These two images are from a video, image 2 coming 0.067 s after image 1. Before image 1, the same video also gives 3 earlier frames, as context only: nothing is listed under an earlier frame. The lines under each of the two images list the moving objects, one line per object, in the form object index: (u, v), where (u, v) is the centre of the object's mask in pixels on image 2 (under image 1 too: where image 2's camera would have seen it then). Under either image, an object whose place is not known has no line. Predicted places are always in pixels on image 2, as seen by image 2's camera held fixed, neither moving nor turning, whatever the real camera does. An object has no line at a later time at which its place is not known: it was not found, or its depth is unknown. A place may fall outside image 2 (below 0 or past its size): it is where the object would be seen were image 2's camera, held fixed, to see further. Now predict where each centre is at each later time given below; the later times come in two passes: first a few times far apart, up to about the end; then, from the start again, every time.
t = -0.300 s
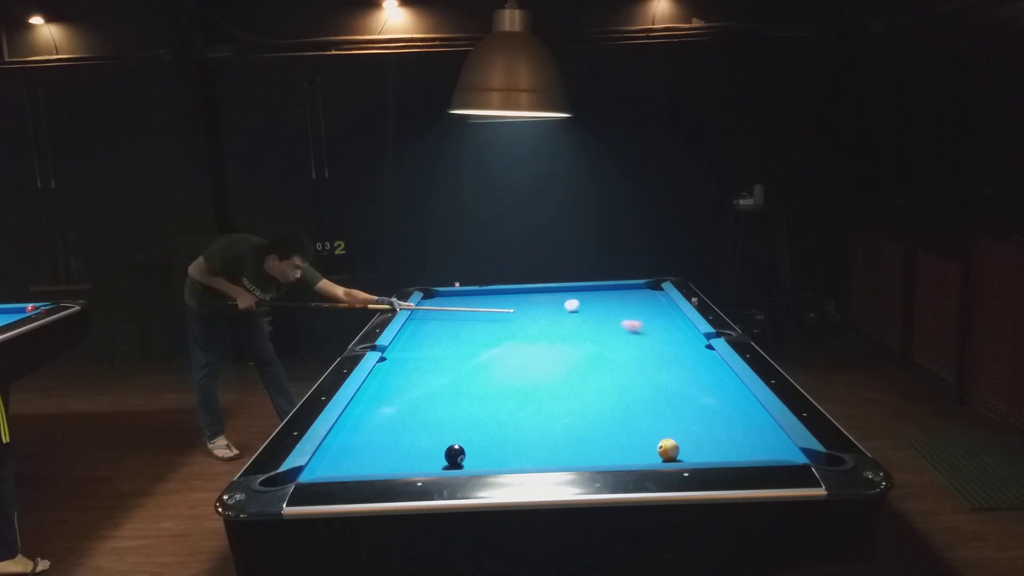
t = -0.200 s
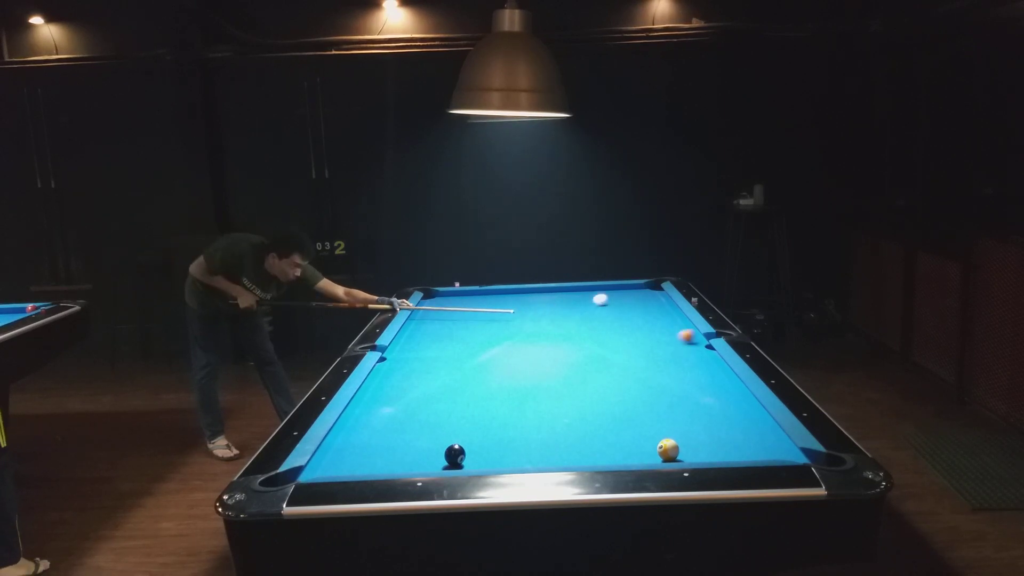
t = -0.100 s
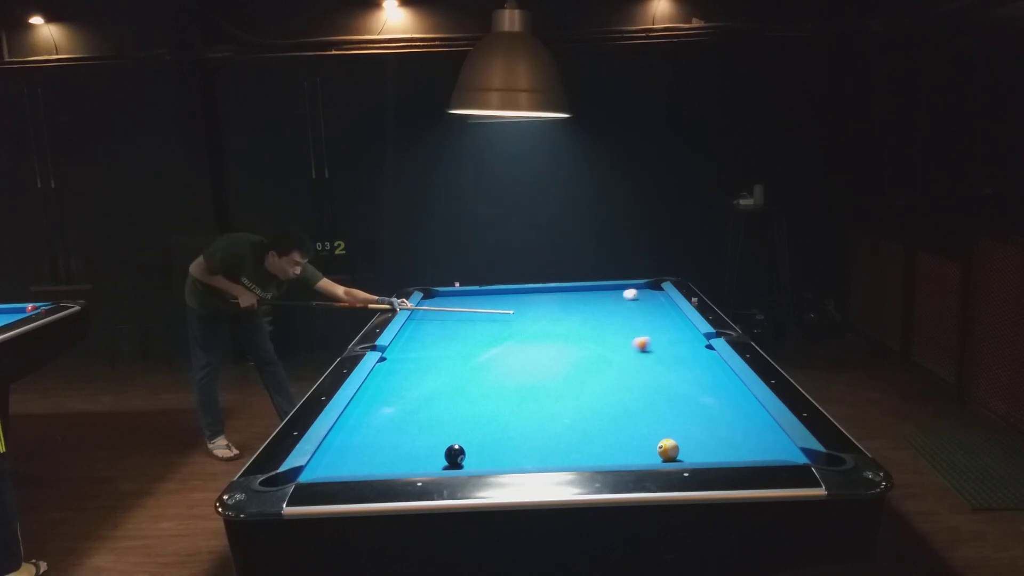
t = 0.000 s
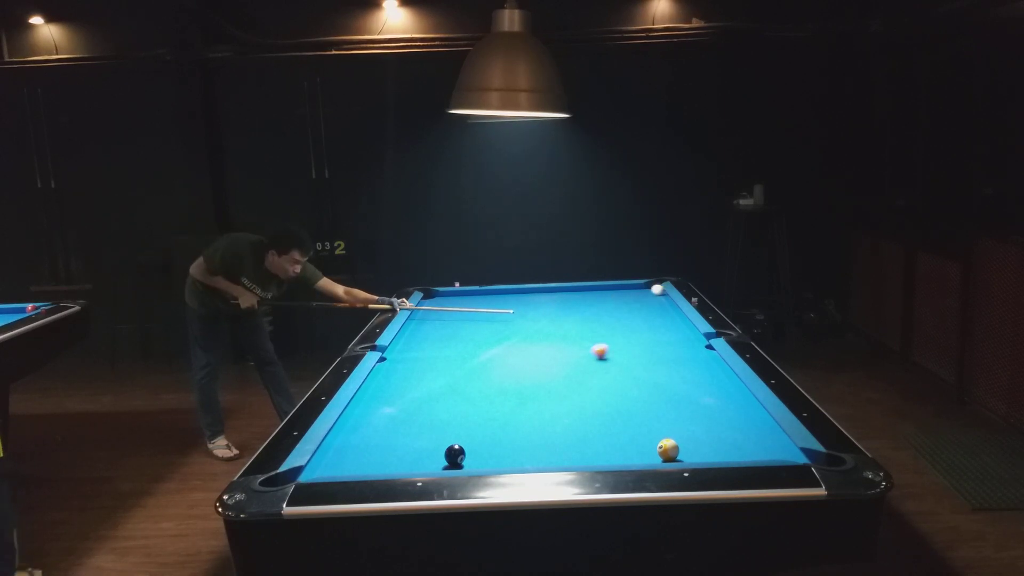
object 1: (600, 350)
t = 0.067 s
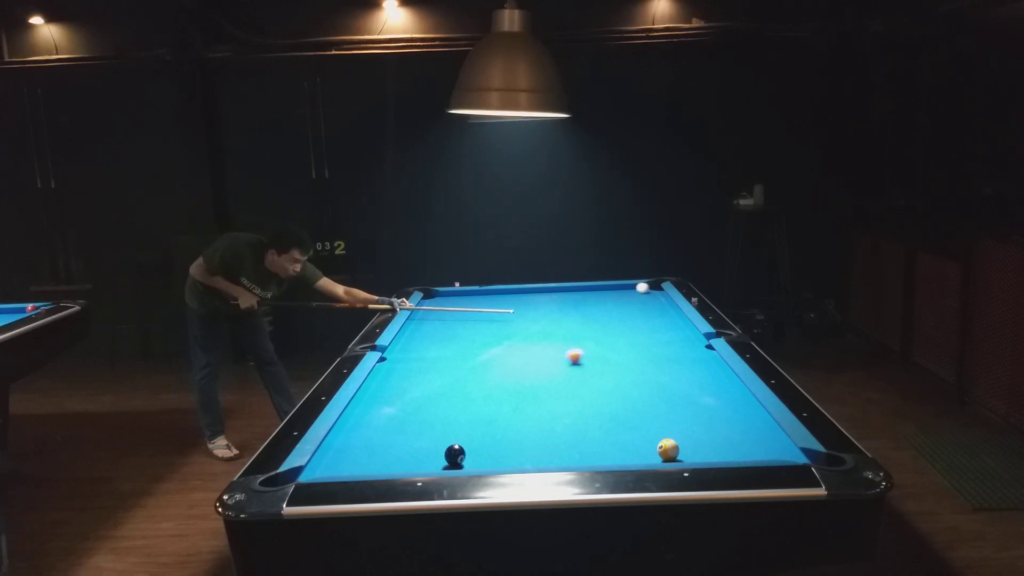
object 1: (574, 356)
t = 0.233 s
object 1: (511, 368)
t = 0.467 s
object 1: (413, 386)
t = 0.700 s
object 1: (389, 400)
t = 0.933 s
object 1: (432, 404)
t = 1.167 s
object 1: (474, 407)
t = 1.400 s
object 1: (515, 412)
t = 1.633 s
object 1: (558, 417)
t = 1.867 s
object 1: (600, 422)
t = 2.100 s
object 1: (642, 426)
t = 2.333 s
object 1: (685, 431)
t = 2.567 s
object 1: (726, 435)
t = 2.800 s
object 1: (768, 439)
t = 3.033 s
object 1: (768, 443)
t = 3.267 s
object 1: (753, 446)
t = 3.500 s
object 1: (739, 449)
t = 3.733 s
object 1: (727, 451)
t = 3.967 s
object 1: (716, 452)
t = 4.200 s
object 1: (706, 453)
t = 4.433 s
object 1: (698, 455)
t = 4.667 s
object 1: (691, 455)
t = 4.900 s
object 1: (686, 456)
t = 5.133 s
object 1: (683, 456)
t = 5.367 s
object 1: (681, 456)
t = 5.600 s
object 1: (680, 457)
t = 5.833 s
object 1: (681, 456)
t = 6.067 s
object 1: (681, 456)
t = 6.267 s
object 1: (681, 456)
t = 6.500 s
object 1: (681, 456)
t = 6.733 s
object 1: (681, 456)
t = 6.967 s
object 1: (680, 456)
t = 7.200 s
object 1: (681, 456)
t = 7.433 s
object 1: (681, 456)
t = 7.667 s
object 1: (680, 457)
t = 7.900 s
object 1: (680, 457)
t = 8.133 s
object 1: (680, 457)
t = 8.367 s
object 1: (680, 457)
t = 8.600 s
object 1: (681, 456)
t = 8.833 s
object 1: (681, 456)
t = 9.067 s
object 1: (680, 457)
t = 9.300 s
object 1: (681, 456)
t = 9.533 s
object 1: (681, 457)
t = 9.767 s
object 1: (681, 457)
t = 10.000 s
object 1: (681, 457)
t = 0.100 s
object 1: (562, 358)
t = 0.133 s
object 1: (549, 360)
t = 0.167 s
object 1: (537, 363)
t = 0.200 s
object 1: (524, 365)
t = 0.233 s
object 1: (511, 368)
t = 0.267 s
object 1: (497, 370)
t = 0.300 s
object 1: (483, 373)
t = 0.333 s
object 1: (469, 376)
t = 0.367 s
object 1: (456, 379)
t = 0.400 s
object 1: (442, 381)
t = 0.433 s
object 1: (427, 384)
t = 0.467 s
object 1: (413, 386)
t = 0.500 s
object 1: (397, 390)
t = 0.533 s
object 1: (382, 393)
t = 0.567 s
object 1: (367, 396)
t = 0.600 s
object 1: (365, 398)
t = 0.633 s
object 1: (374, 399)
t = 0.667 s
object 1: (382, 399)
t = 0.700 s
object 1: (389, 400)
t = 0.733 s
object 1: (396, 400)
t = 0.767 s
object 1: (402, 400)
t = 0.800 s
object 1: (408, 401)
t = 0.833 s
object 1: (414, 401)
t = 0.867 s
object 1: (419, 402)
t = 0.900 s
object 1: (426, 402)
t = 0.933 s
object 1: (432, 404)
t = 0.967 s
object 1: (438, 404)
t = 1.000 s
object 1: (444, 404)
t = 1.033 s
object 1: (449, 405)
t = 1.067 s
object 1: (456, 405)
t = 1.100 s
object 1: (461, 406)
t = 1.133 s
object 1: (468, 407)
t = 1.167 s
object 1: (474, 407)
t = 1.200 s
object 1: (480, 408)
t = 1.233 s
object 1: (485, 409)
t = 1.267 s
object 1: (491, 409)
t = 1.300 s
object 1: (498, 410)
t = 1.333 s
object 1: (503, 411)
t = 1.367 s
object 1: (509, 411)
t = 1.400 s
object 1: (515, 412)
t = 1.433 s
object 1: (521, 413)
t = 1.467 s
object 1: (527, 414)
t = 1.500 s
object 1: (533, 414)
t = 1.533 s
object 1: (539, 414)
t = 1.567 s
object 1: (545, 415)
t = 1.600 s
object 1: (552, 416)
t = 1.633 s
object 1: (558, 417)
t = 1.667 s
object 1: (564, 418)
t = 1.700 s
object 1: (570, 418)
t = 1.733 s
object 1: (576, 419)
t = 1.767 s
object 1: (582, 420)
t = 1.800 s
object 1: (588, 420)
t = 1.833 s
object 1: (594, 421)
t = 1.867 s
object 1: (600, 422)
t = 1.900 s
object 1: (606, 422)
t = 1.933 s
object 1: (612, 423)
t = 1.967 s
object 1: (618, 424)
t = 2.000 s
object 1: (624, 424)
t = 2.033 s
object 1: (630, 425)
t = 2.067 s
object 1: (636, 426)
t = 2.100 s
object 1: (642, 426)
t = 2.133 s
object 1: (649, 427)
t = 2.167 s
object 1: (654, 427)
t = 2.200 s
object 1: (660, 427)
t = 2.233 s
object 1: (666, 427)
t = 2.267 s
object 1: (672, 428)
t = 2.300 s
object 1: (678, 429)
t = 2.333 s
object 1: (685, 431)
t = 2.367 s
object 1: (690, 430)
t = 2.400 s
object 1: (696, 431)
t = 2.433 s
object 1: (702, 432)
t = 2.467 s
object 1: (708, 432)
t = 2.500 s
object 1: (714, 433)
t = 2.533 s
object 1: (720, 433)
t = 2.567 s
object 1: (726, 435)
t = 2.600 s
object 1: (732, 434)
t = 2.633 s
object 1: (738, 435)
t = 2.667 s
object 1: (744, 436)
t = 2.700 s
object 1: (750, 437)
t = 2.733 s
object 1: (756, 438)
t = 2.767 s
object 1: (762, 438)
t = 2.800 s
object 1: (768, 439)
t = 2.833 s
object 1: (773, 440)
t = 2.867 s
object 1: (779, 441)
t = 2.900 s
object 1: (778, 441)
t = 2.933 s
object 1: (775, 442)
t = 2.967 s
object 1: (773, 442)
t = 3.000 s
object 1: (771, 443)
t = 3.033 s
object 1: (768, 443)
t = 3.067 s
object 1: (766, 444)
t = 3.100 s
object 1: (764, 444)
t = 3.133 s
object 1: (762, 445)
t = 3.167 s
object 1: (760, 445)
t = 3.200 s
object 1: (757, 445)
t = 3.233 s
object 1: (755, 445)
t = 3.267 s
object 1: (753, 446)
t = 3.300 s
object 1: (751, 447)
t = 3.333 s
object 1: (749, 447)
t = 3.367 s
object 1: (747, 447)
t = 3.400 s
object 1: (745, 448)
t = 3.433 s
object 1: (743, 448)
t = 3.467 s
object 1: (741, 448)
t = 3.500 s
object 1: (739, 449)
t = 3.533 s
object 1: (738, 449)
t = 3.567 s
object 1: (736, 449)
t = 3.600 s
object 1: (734, 450)
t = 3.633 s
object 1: (732, 450)
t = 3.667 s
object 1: (730, 450)
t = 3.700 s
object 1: (729, 450)
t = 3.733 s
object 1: (727, 451)
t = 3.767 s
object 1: (725, 451)
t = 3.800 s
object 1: (724, 451)
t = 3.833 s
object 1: (722, 451)
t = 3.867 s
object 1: (720, 452)
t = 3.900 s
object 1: (719, 452)
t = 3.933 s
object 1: (717, 452)
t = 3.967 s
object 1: (716, 452)
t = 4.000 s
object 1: (714, 453)
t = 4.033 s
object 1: (713, 453)
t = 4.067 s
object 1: (712, 453)
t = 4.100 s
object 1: (710, 453)
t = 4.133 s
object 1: (709, 453)
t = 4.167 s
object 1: (707, 453)
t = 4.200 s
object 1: (706, 453)
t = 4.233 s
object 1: (705, 453)
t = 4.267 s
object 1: (703, 454)
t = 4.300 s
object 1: (702, 454)
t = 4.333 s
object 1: (701, 454)
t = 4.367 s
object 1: (700, 454)
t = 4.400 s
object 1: (699, 454)
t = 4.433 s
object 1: (698, 455)
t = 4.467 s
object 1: (697, 455)
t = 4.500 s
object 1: (696, 455)
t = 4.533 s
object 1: (695, 455)
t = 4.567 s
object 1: (694, 455)
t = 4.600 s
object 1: (693, 455)
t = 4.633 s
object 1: (692, 455)
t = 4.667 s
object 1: (691, 455)
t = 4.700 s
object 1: (690, 455)
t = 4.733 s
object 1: (689, 456)
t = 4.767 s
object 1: (689, 456)
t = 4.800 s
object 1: (688, 456)
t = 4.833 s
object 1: (687, 456)
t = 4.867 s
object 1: (687, 456)
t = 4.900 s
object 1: (686, 456)
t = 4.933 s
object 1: (686, 456)
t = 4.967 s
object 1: (685, 456)
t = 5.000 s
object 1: (685, 456)
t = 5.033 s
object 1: (684, 456)
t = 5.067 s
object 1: (684, 456)
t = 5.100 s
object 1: (683, 456)
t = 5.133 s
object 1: (683, 456)
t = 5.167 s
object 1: (683, 456)
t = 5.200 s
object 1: (682, 456)
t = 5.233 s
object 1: (682, 456)
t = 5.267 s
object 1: (682, 456)
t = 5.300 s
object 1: (681, 456)
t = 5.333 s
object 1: (681, 456)
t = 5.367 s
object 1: (681, 456)
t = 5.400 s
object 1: (681, 456)
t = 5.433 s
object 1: (680, 456)
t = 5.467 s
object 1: (680, 456)
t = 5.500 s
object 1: (680, 456)
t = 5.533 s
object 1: (680, 456)
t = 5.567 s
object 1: (680, 456)
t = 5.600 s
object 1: (680, 457)
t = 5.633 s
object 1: (680, 456)
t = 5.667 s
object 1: (680, 456)
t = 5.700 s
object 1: (680, 456)
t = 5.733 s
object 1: (680, 456)
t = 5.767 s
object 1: (680, 457)
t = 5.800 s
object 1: (680, 456)
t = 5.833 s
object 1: (681, 456)
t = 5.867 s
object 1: (680, 456)
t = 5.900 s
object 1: (680, 456)
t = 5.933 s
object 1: (680, 457)
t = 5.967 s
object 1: (681, 456)
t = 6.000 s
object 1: (681, 456)
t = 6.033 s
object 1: (680, 456)
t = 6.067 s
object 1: (681, 456)
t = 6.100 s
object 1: (680, 457)
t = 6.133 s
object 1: (681, 456)
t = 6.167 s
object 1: (681, 456)
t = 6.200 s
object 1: (681, 456)
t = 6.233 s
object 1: (681, 456)
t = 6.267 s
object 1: (681, 456)
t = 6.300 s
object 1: (681, 456)
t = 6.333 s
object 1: (680, 457)
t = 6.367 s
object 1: (681, 456)
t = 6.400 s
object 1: (680, 456)
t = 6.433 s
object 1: (681, 456)
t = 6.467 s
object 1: (681, 456)
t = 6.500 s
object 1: (681, 456)
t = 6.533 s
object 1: (681, 456)
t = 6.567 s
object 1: (681, 456)
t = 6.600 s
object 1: (681, 456)
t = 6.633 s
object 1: (680, 456)
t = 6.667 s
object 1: (681, 456)
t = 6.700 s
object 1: (681, 456)
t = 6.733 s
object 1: (681, 456)
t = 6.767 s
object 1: (681, 456)
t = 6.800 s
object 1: (680, 457)
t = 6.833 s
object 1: (680, 457)
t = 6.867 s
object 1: (681, 456)
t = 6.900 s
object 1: (680, 456)
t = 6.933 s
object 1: (680, 457)
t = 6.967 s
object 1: (680, 456)
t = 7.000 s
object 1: (681, 456)
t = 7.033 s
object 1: (681, 456)
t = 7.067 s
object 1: (681, 456)
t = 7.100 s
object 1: (681, 456)
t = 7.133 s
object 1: (680, 456)
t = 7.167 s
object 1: (680, 457)
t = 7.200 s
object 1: (681, 456)
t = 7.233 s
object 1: (680, 457)
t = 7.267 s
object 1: (681, 456)
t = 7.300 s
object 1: (681, 456)
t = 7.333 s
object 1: (681, 456)
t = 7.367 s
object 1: (680, 457)
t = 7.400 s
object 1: (681, 456)
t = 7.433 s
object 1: (681, 456)
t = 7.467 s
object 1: (680, 457)
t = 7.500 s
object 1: (680, 457)
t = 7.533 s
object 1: (680, 456)
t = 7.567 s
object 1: (680, 457)
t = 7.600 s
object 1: (681, 456)
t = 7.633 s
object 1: (681, 456)
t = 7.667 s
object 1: (680, 457)
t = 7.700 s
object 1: (680, 456)
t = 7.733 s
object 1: (680, 456)
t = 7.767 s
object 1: (680, 456)
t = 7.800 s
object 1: (680, 457)
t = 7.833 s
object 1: (681, 456)
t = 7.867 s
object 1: (680, 456)
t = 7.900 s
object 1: (680, 457)
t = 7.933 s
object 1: (680, 457)
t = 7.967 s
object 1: (681, 456)
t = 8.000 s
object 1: (680, 457)
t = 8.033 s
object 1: (681, 456)
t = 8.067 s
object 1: (681, 456)
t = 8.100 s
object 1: (681, 456)
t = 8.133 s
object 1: (680, 457)
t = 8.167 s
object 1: (680, 457)
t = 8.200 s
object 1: (680, 457)
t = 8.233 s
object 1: (681, 457)
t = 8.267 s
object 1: (681, 456)
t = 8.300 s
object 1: (680, 457)
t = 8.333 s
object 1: (681, 457)
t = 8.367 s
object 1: (680, 457)
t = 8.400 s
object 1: (681, 457)
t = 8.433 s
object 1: (681, 457)
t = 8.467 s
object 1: (681, 457)
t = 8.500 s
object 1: (681, 457)
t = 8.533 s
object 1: (681, 456)
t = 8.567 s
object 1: (681, 457)
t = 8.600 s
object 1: (681, 456)
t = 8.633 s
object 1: (681, 457)
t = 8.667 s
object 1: (681, 456)
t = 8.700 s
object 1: (680, 457)
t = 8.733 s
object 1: (681, 457)
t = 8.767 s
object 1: (680, 457)
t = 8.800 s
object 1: (681, 456)
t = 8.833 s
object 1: (681, 456)
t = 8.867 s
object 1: (681, 457)
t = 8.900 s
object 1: (681, 456)
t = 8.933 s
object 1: (680, 457)
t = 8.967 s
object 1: (681, 457)
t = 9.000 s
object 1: (681, 456)
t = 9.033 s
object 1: (680, 457)
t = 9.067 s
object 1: (680, 457)
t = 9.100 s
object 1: (681, 457)
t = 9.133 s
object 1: (681, 457)
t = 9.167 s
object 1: (681, 456)
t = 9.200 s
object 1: (681, 456)
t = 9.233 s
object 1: (681, 457)
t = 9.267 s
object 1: (681, 457)
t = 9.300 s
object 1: (681, 456)
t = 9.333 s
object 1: (680, 457)
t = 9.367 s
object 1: (681, 456)
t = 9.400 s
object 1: (681, 456)
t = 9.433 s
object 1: (680, 457)
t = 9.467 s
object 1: (681, 457)
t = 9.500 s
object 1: (681, 457)
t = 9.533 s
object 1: (681, 457)
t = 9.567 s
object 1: (681, 457)
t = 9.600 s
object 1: (681, 457)
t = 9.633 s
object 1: (681, 457)
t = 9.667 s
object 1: (681, 457)
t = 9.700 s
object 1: (681, 457)
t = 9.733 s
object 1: (681, 457)
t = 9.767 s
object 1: (681, 457)
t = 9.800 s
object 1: (681, 457)
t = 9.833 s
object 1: (681, 457)
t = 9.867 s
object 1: (681, 457)
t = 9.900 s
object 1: (681, 457)
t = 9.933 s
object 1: (681, 457)
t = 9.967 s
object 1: (681, 457)
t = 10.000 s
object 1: (681, 457)
